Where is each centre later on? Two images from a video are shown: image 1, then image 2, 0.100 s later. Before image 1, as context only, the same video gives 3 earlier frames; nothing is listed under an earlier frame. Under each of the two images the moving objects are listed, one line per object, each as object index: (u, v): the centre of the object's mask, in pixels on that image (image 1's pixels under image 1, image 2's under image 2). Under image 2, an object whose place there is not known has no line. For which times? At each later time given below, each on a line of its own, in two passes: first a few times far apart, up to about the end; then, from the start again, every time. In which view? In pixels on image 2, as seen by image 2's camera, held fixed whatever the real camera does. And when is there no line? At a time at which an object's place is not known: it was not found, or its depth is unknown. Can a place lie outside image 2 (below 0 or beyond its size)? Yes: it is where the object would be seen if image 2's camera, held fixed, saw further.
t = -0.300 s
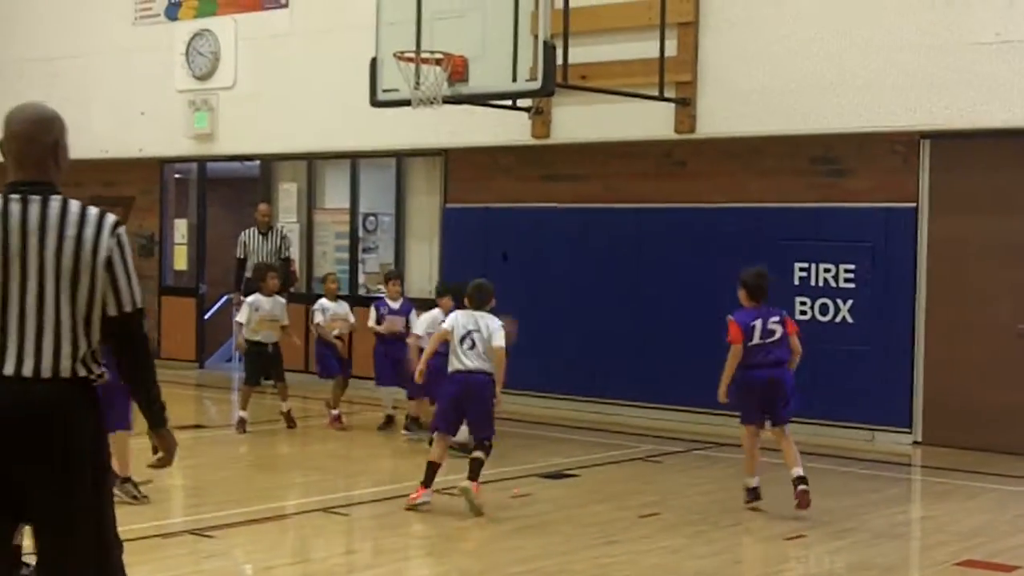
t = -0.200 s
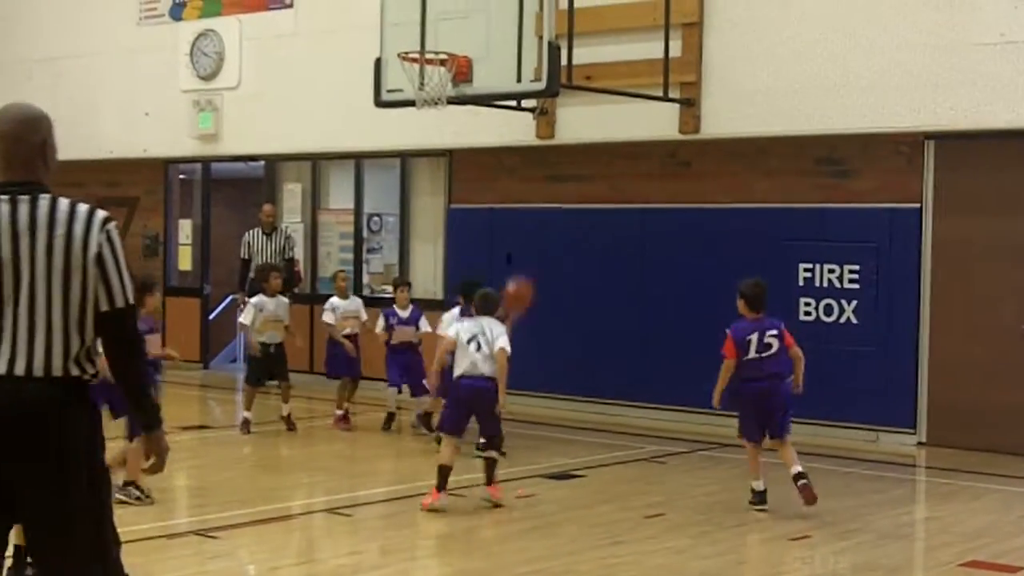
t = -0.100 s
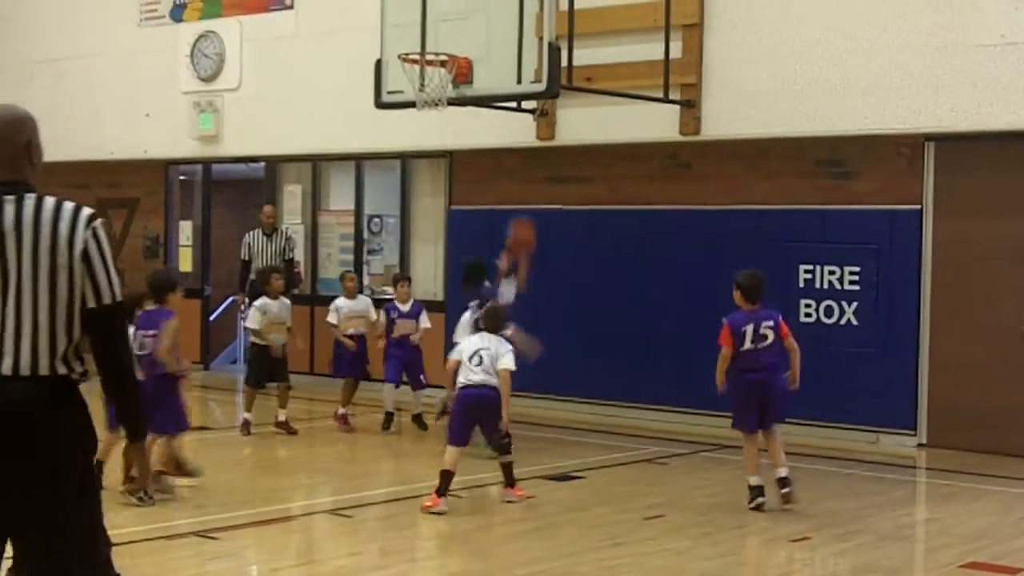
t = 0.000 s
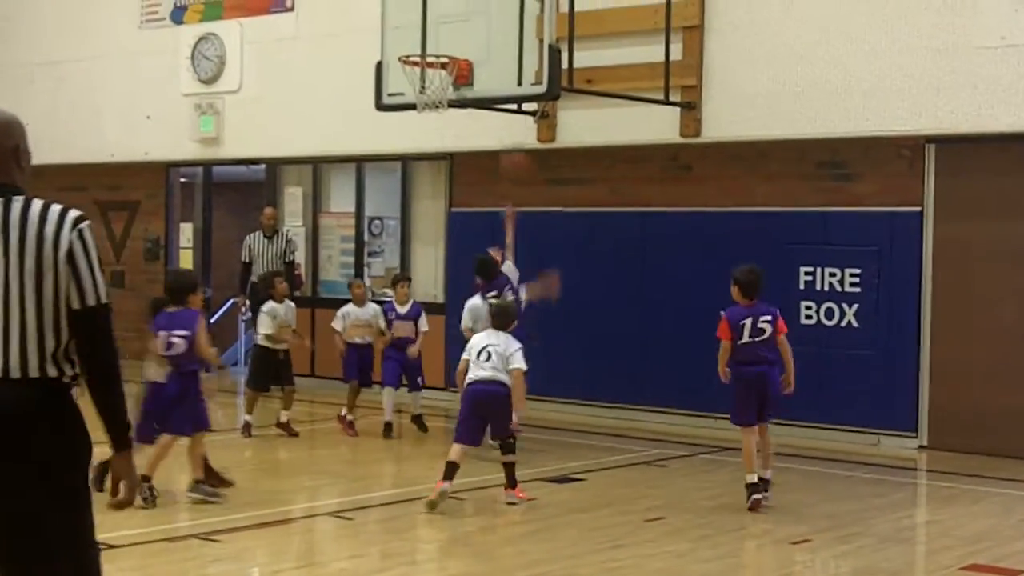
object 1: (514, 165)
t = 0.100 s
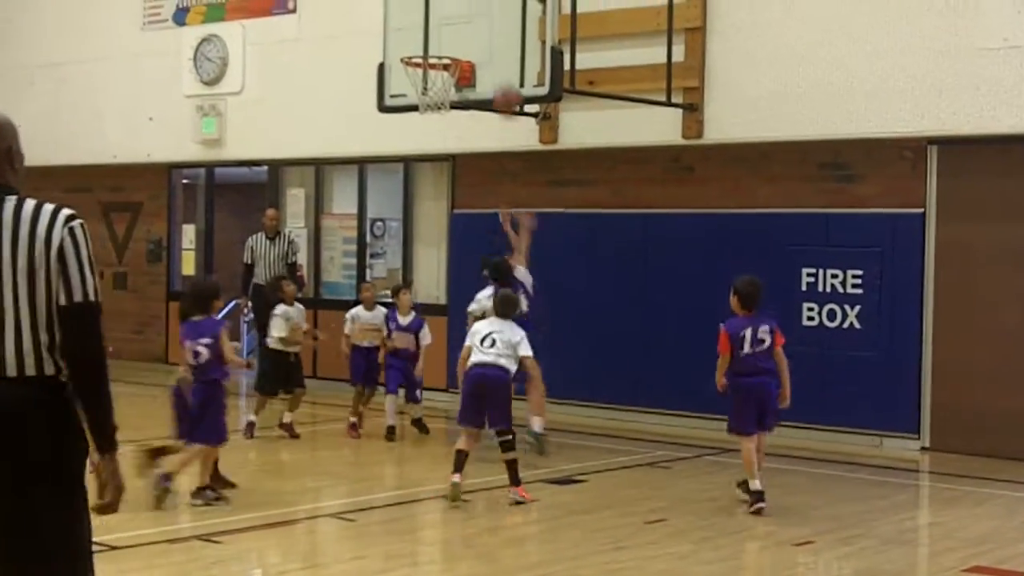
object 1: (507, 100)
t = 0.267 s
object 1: (493, 28)
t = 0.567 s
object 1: (443, 7)
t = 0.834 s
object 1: (423, 44)
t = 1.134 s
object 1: (428, 90)
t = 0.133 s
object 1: (504, 80)
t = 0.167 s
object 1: (501, 66)
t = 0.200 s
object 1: (499, 52)
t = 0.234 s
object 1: (496, 39)
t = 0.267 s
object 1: (493, 28)
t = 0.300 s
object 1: (490, 17)
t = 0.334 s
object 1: (487, 9)
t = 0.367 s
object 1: (483, 5)
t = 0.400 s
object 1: (476, 2)
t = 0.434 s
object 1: (469, 0)
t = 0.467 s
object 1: (462, 0)
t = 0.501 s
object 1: (456, 0)
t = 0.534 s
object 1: (449, 3)
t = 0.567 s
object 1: (443, 7)
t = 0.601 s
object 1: (436, 12)
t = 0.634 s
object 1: (429, 18)
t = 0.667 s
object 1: (423, 26)
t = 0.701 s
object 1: (416, 35)
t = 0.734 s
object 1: (410, 45)
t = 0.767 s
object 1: (413, 46)
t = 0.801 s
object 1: (417, 44)
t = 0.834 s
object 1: (423, 44)
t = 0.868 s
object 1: (428, 45)
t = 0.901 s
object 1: (433, 47)
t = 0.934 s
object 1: (437, 50)
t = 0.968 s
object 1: (442, 54)
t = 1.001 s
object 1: (443, 62)
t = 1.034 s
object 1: (440, 68)
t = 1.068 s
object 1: (436, 72)
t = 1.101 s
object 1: (432, 81)
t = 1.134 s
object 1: (428, 90)
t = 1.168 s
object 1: (425, 97)
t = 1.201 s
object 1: (424, 99)
